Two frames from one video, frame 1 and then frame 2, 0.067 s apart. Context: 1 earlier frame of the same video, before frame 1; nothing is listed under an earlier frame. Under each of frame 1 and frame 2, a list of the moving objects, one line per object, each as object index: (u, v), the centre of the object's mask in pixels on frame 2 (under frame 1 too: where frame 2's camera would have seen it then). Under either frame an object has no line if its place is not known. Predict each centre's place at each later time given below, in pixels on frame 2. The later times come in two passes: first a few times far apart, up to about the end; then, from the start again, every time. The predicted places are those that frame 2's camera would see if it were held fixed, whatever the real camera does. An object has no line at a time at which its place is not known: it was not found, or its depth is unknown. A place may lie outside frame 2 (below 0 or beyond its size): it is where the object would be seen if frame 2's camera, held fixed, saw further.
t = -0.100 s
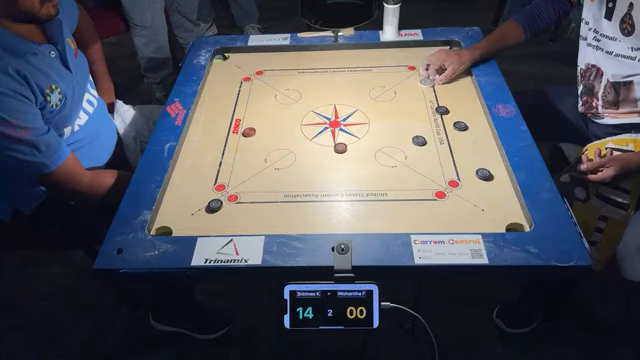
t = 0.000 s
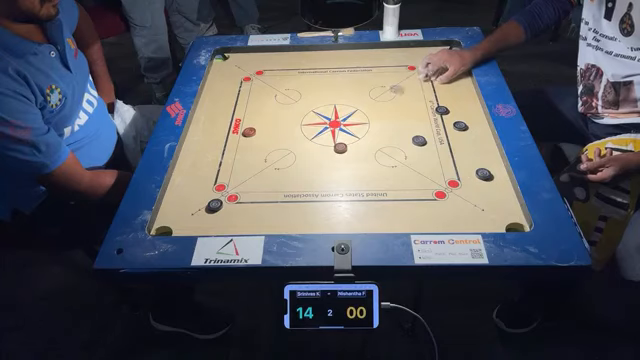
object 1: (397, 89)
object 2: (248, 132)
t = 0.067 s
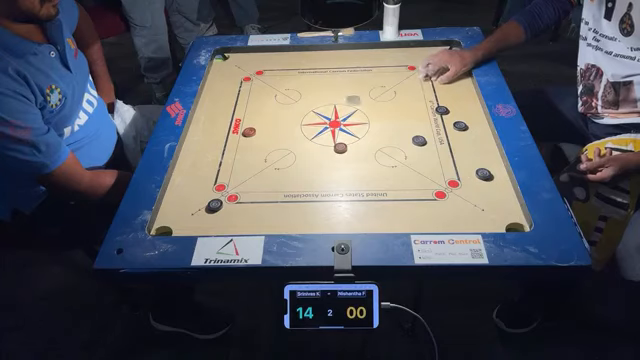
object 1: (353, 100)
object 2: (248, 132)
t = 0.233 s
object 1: (248, 123)
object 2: (248, 133)
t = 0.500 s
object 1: (263, 126)
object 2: (218, 181)
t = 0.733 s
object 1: (334, 123)
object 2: (203, 199)
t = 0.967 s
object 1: (378, 120)
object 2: (203, 199)
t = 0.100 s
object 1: (331, 105)
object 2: (249, 132)
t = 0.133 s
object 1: (310, 109)
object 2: (249, 132)
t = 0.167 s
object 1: (289, 114)
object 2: (248, 132)
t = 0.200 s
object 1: (269, 118)
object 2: (249, 132)
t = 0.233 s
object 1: (248, 123)
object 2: (248, 133)
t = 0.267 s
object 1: (229, 124)
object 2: (244, 140)
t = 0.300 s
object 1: (211, 127)
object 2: (240, 147)
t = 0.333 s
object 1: (196, 128)
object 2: (236, 154)
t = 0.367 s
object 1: (210, 128)
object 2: (232, 160)
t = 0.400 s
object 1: (223, 127)
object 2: (228, 166)
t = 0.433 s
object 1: (238, 126)
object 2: (225, 171)
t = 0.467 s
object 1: (250, 126)
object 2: (221, 176)
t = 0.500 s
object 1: (263, 126)
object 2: (218, 181)
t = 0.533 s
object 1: (275, 125)
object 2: (216, 186)
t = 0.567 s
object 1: (286, 125)
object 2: (212, 189)
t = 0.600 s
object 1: (296, 125)
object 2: (209, 193)
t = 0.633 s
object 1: (307, 124)
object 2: (208, 195)
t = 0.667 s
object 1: (316, 124)
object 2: (206, 197)
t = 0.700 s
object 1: (325, 124)
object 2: (205, 198)
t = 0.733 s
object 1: (334, 123)
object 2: (203, 199)
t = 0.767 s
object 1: (342, 122)
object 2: (203, 199)
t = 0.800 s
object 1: (350, 122)
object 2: (203, 199)
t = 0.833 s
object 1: (356, 121)
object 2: (203, 199)
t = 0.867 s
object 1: (362, 121)
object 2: (203, 199)
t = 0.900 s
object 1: (368, 121)
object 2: (203, 199)
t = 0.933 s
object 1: (374, 120)
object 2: (203, 199)
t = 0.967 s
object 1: (378, 120)
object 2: (203, 199)
